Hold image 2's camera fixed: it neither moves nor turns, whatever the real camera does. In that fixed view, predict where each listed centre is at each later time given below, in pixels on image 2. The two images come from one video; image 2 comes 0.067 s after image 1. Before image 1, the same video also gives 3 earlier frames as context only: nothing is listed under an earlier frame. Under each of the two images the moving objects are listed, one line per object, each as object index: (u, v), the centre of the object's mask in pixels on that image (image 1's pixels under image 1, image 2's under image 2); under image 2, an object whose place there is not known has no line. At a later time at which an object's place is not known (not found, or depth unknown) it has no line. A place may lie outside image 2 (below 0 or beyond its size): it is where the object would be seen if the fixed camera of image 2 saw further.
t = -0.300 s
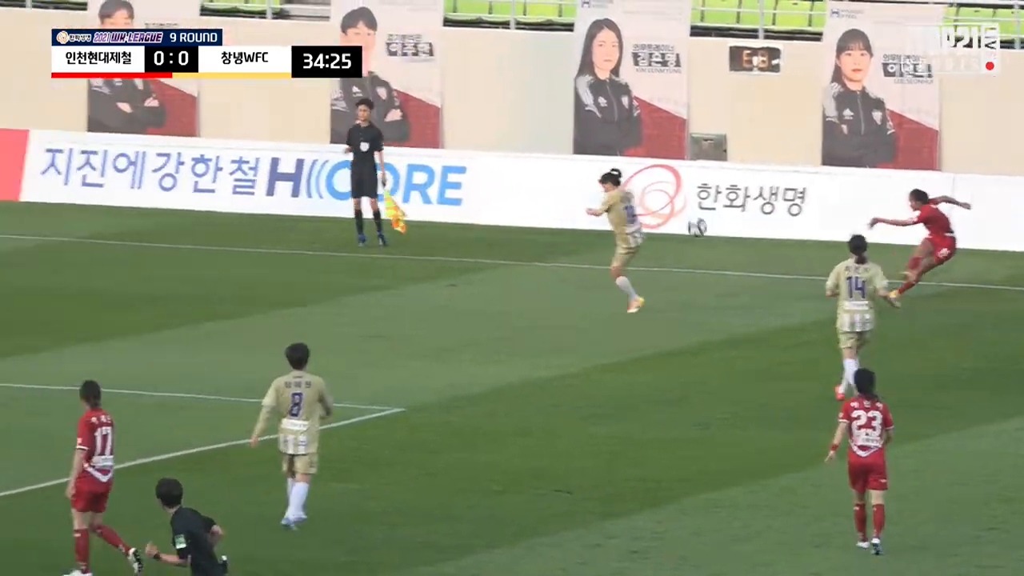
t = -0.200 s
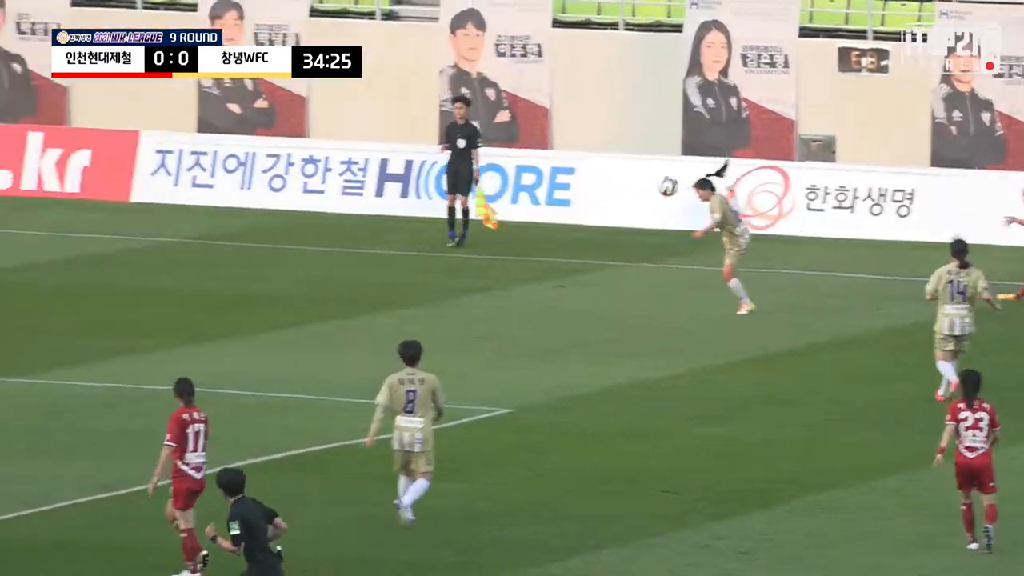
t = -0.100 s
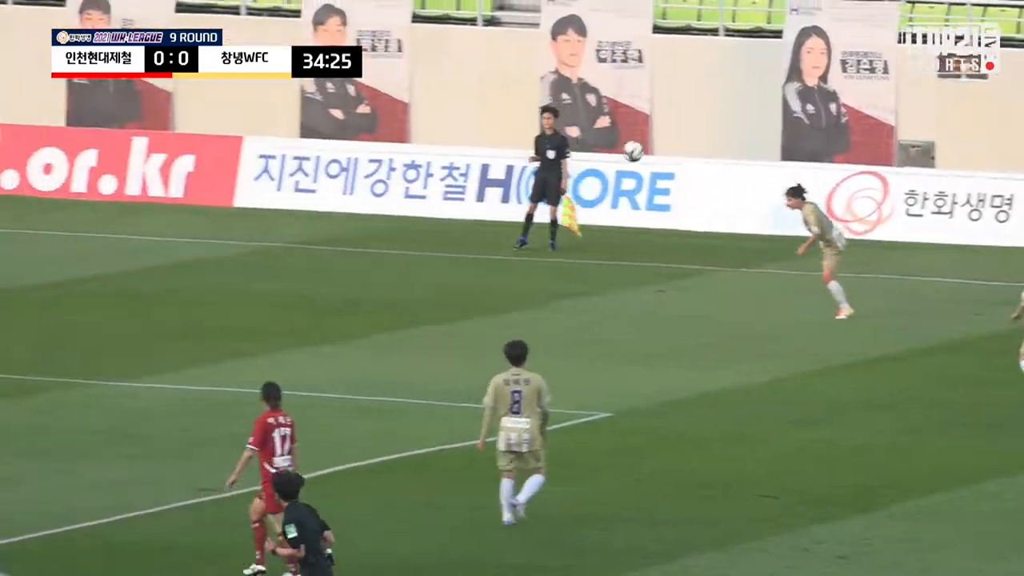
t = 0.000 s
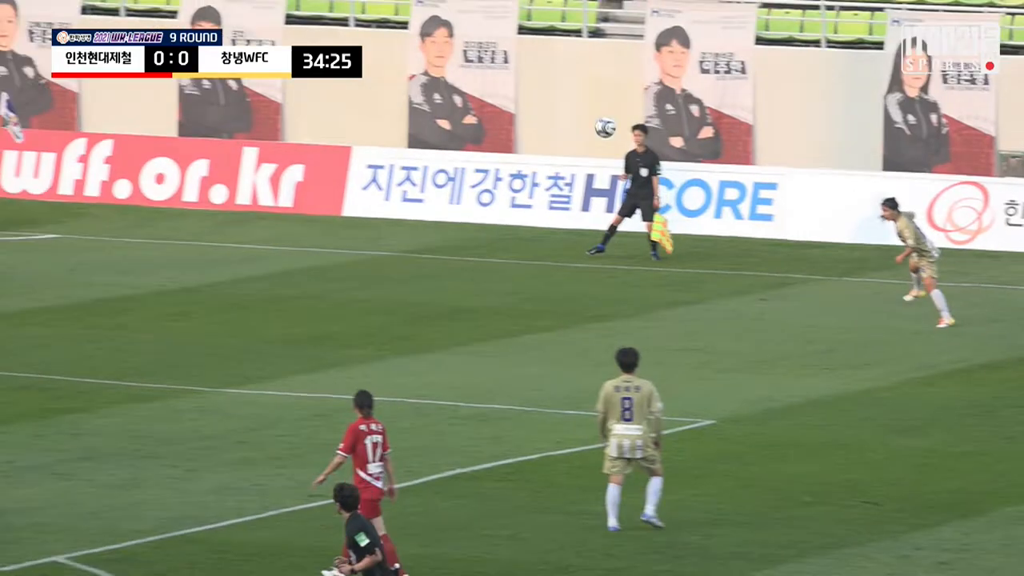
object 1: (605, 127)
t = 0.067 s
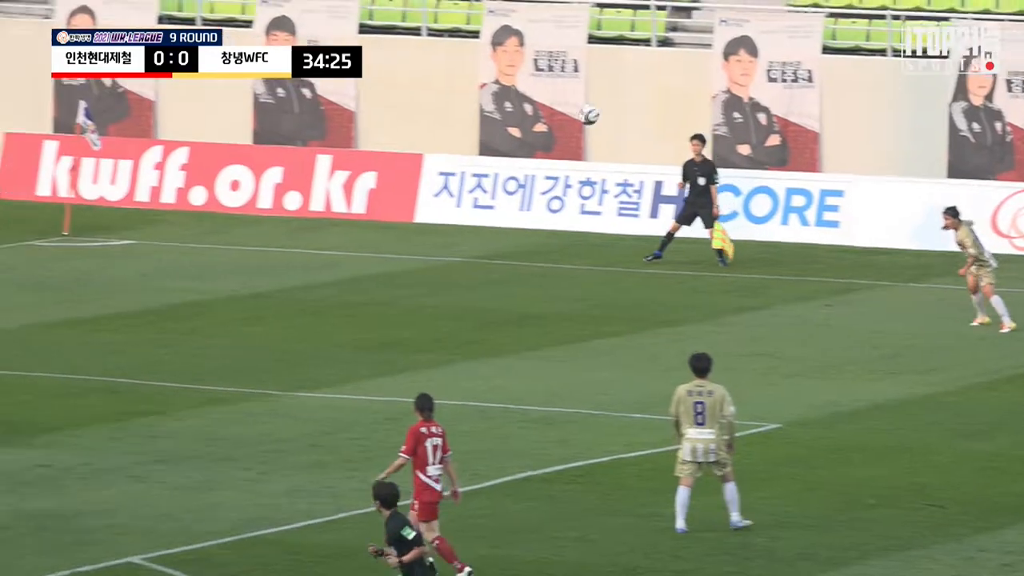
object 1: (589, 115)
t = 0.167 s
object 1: (463, 88)
